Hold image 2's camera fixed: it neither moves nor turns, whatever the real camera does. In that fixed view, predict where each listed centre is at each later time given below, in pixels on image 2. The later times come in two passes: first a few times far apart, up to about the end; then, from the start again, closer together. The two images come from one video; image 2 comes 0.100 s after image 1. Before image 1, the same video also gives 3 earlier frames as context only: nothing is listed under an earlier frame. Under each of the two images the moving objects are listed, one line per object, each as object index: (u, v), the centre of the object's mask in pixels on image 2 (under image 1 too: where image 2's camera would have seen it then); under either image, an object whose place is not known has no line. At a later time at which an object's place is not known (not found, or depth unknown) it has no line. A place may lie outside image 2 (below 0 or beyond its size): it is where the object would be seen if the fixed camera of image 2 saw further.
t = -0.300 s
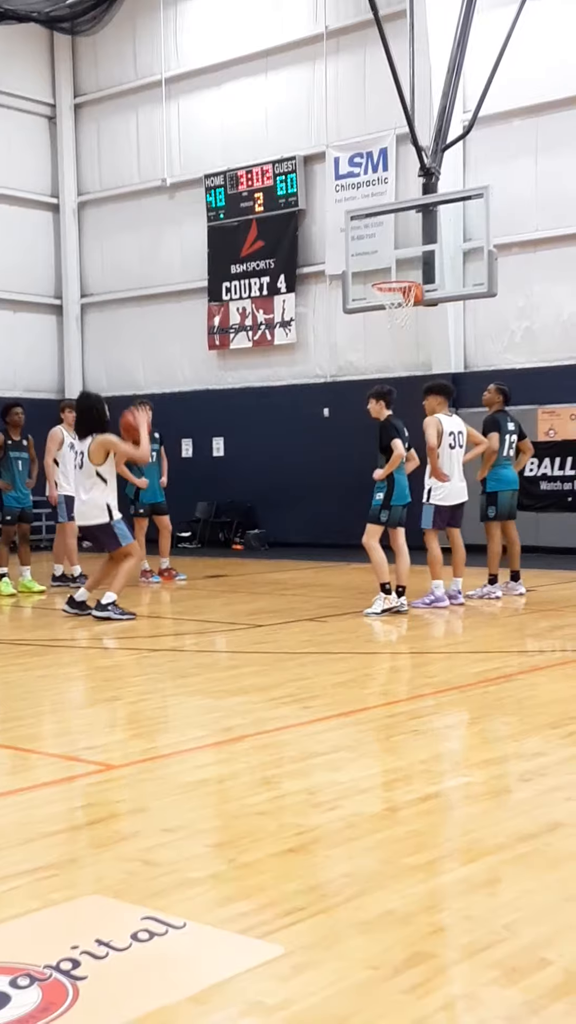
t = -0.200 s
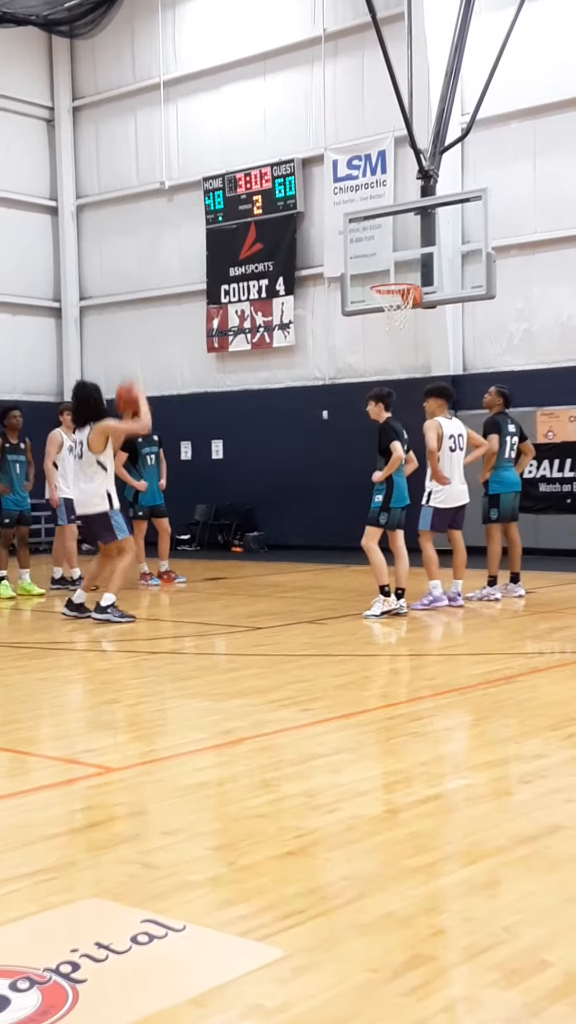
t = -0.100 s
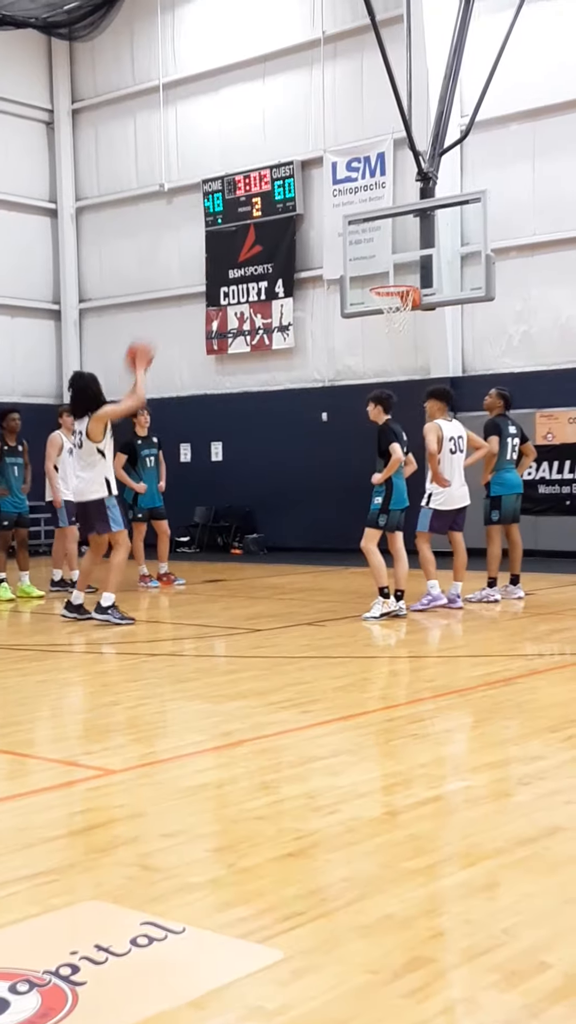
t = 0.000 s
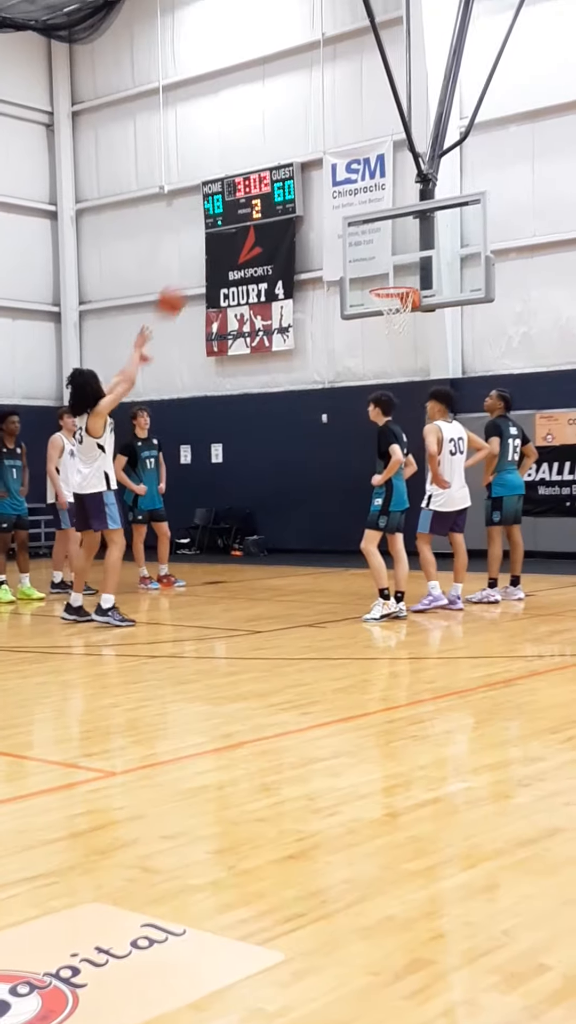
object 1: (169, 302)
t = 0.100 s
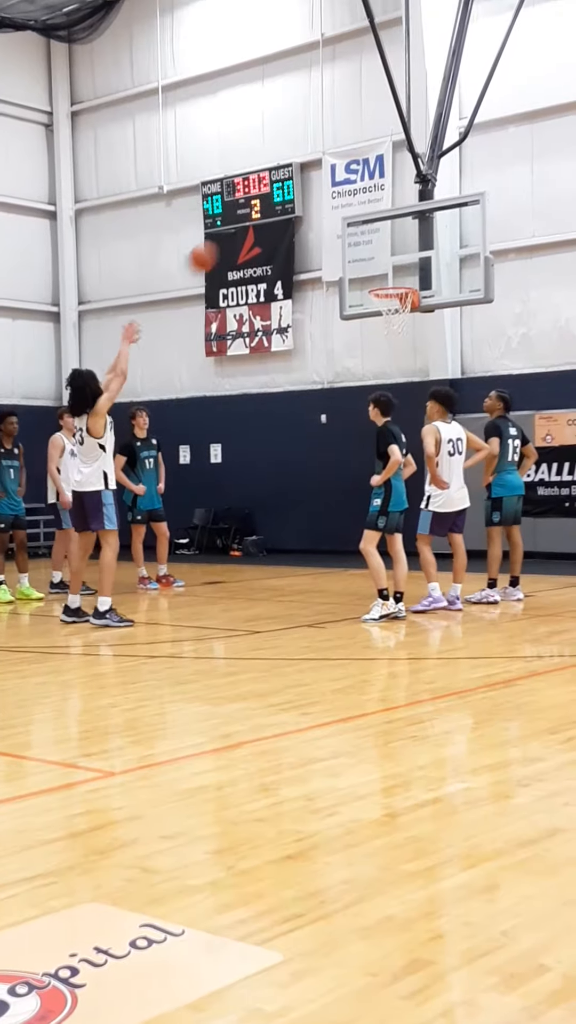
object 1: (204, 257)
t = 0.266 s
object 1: (250, 217)
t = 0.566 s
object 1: (328, 217)
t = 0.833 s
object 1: (385, 274)
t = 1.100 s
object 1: (403, 269)
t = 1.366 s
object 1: (391, 300)
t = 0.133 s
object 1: (213, 247)
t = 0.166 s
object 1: (221, 238)
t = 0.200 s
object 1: (231, 229)
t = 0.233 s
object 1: (240, 222)
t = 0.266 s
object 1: (250, 217)
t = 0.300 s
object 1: (260, 210)
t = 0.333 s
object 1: (270, 208)
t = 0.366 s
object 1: (277, 207)
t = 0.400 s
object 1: (286, 207)
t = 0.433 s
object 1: (295, 206)
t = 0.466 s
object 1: (303, 207)
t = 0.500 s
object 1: (312, 209)
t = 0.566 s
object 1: (328, 217)
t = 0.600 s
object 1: (337, 223)
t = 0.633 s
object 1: (345, 230)
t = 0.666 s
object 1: (352, 236)
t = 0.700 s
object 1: (360, 246)
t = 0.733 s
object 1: (367, 255)
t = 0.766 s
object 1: (374, 265)
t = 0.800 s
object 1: (382, 276)
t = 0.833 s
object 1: (385, 274)
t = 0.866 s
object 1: (387, 270)
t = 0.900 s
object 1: (390, 266)
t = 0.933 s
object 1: (392, 264)
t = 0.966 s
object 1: (394, 263)
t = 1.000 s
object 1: (396, 263)
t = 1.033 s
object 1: (399, 264)
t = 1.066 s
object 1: (401, 266)
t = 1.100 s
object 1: (403, 269)
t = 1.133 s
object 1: (405, 272)
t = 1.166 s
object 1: (405, 275)
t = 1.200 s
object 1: (403, 276)
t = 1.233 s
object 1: (401, 277)
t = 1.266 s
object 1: (398, 279)
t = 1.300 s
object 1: (395, 285)
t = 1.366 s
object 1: (391, 300)
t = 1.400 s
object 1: (386, 307)
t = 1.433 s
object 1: (386, 315)
